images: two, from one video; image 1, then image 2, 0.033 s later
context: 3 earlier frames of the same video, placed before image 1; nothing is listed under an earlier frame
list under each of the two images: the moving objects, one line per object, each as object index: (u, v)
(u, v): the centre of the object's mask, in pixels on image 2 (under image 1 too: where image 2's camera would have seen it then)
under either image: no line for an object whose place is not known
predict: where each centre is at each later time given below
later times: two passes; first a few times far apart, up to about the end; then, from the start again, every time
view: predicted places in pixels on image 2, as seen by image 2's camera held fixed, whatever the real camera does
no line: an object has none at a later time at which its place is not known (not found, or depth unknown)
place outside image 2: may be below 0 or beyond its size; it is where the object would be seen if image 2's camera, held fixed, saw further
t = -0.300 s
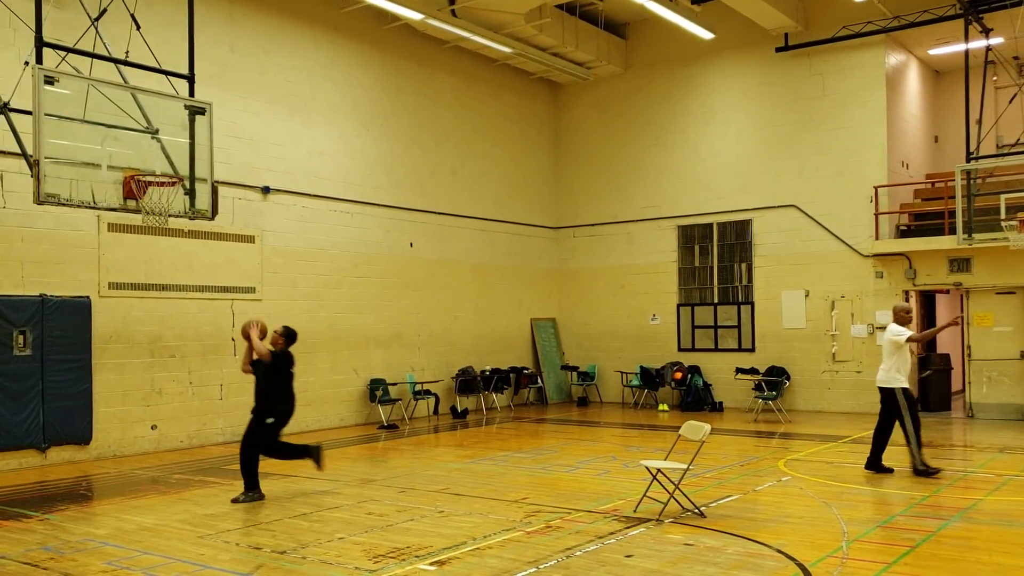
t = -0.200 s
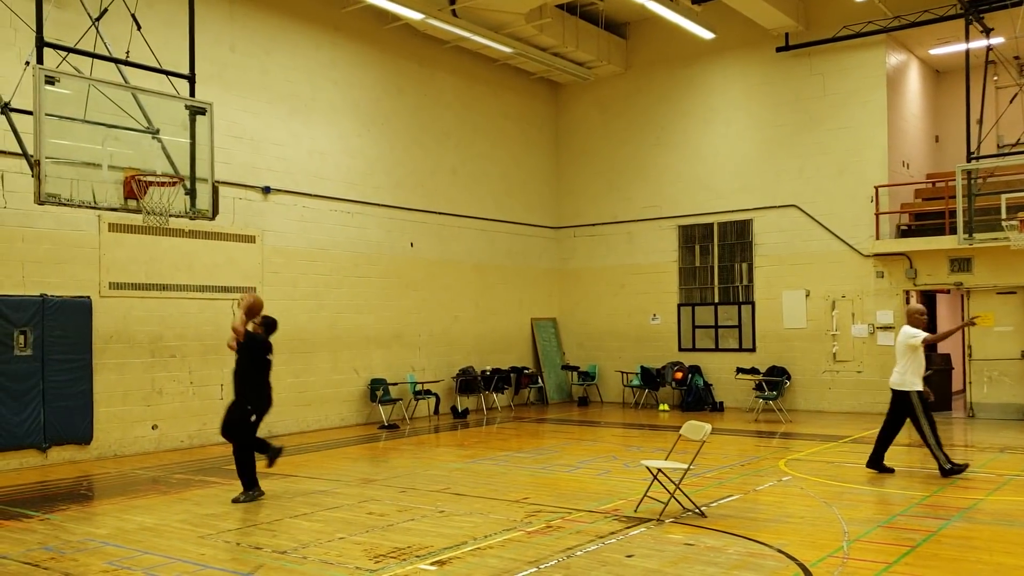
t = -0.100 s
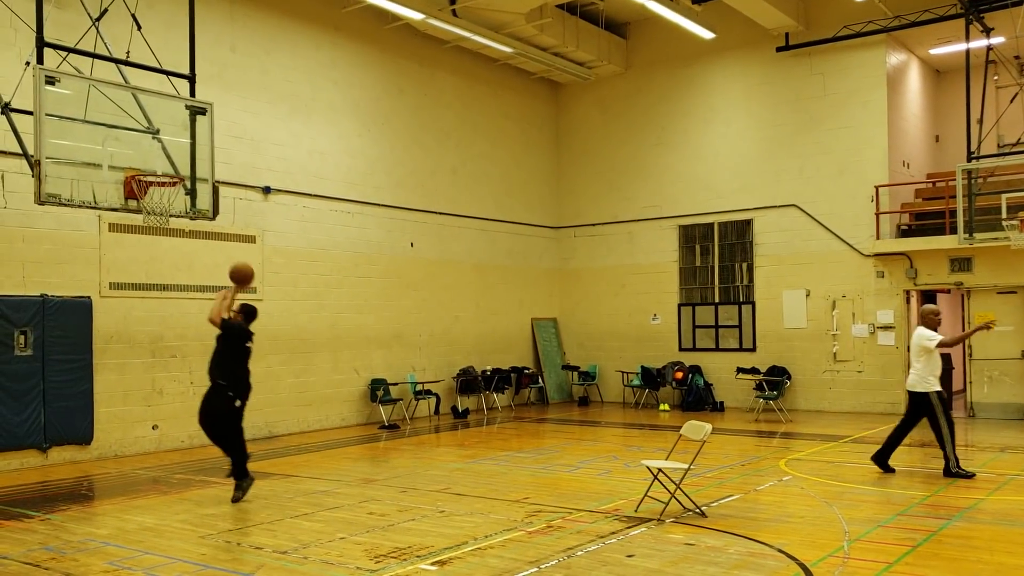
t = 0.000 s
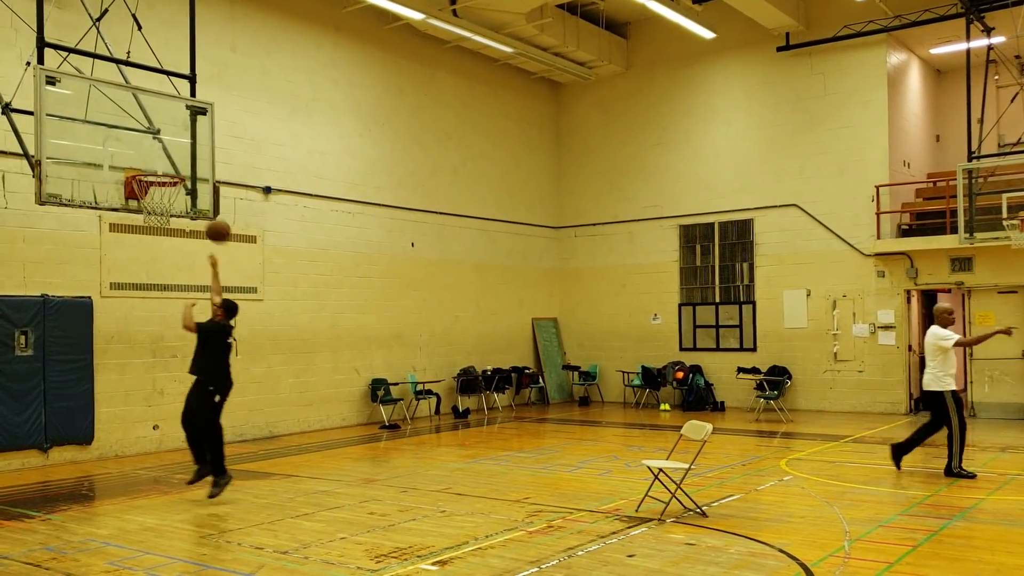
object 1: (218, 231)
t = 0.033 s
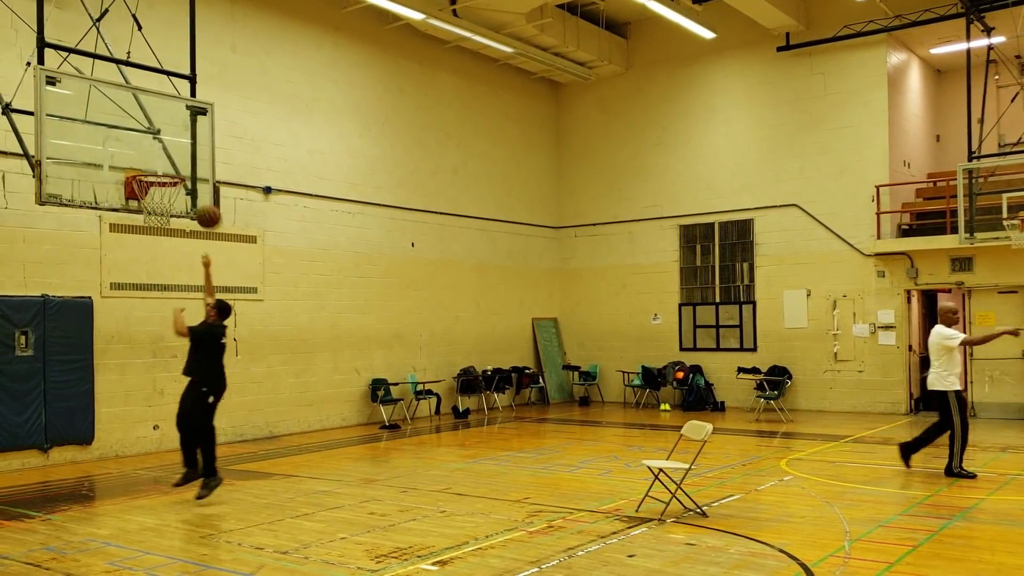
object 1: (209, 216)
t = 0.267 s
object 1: (164, 156)
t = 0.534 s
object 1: (160, 162)
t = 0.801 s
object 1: (161, 166)
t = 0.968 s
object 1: (159, 196)
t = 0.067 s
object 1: (199, 203)
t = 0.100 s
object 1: (190, 192)
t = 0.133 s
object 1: (185, 180)
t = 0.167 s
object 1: (171, 169)
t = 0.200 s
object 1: (165, 164)
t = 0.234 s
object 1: (164, 160)
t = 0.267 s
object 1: (164, 156)
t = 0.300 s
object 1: (163, 153)
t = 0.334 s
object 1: (163, 151)
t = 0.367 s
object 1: (162, 151)
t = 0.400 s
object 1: (162, 151)
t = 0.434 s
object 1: (161, 153)
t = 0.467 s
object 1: (161, 156)
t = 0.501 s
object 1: (160, 159)
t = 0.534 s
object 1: (160, 162)
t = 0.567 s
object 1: (161, 160)
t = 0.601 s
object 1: (161, 158)
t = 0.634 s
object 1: (161, 158)
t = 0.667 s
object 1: (162, 159)
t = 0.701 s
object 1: (162, 161)
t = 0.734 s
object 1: (162, 163)
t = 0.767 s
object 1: (161, 164)
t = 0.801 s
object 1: (161, 166)
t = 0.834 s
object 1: (161, 170)
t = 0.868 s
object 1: (160, 175)
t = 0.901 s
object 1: (161, 181)
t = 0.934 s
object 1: (160, 188)
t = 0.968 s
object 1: (159, 196)
